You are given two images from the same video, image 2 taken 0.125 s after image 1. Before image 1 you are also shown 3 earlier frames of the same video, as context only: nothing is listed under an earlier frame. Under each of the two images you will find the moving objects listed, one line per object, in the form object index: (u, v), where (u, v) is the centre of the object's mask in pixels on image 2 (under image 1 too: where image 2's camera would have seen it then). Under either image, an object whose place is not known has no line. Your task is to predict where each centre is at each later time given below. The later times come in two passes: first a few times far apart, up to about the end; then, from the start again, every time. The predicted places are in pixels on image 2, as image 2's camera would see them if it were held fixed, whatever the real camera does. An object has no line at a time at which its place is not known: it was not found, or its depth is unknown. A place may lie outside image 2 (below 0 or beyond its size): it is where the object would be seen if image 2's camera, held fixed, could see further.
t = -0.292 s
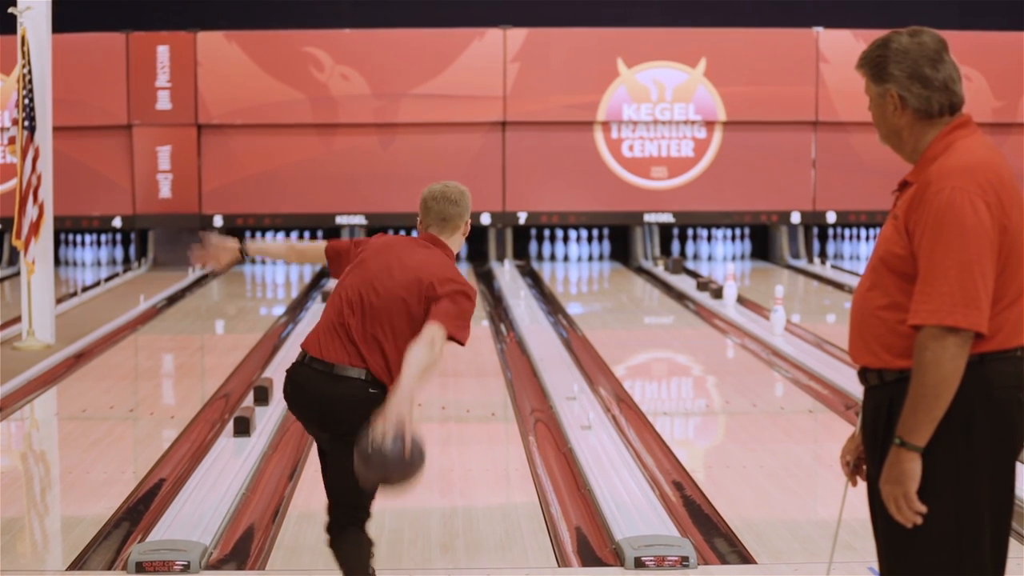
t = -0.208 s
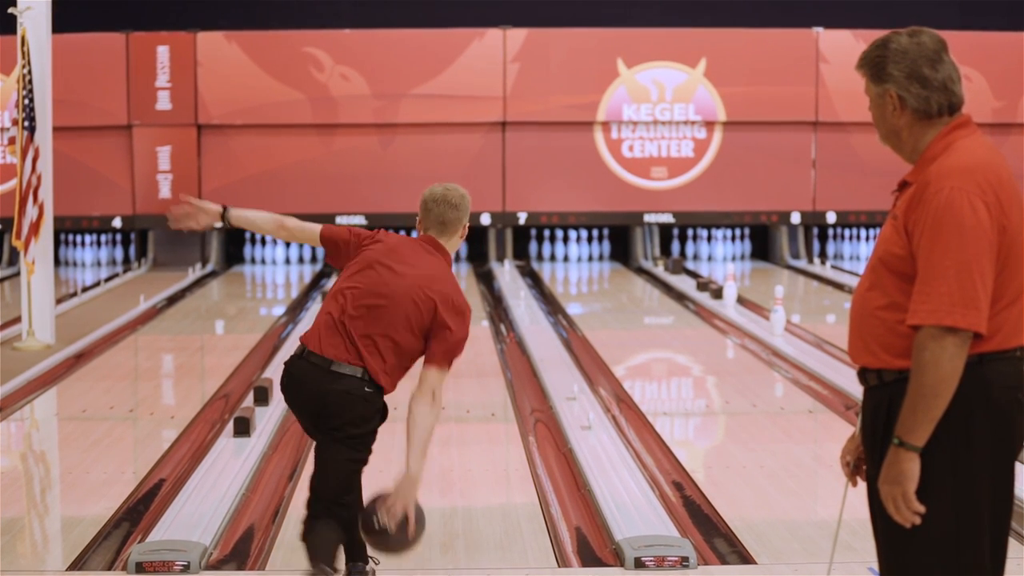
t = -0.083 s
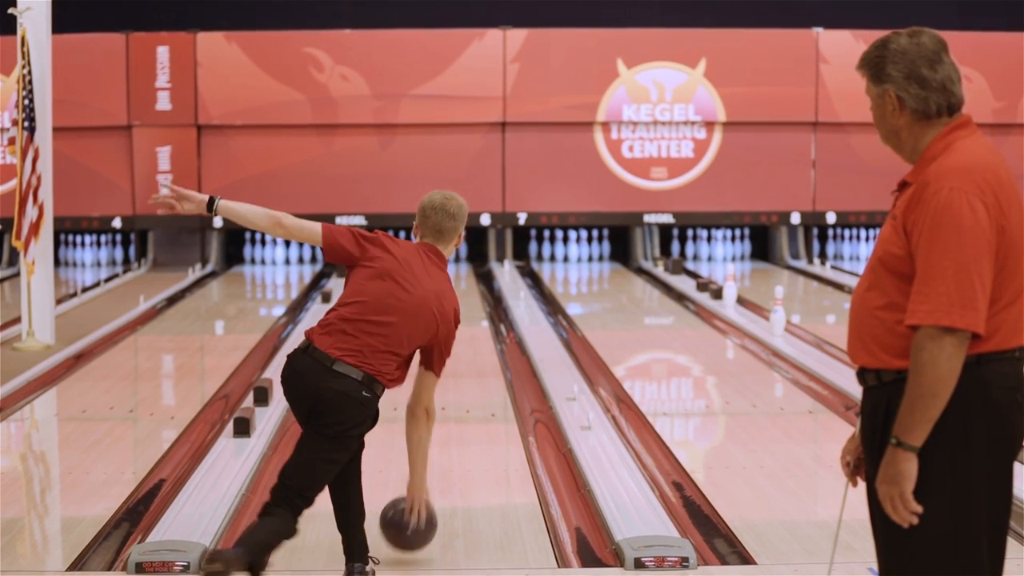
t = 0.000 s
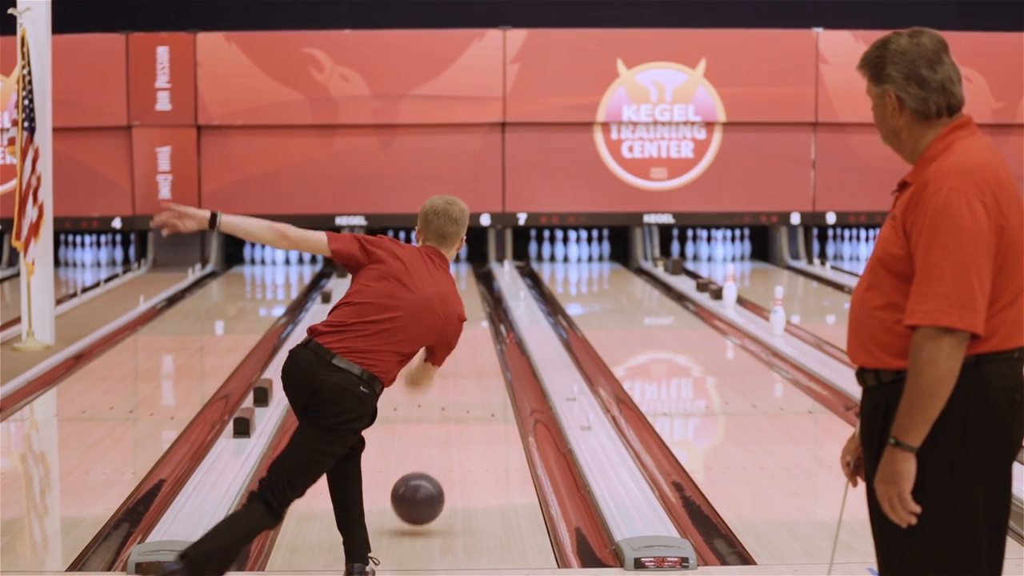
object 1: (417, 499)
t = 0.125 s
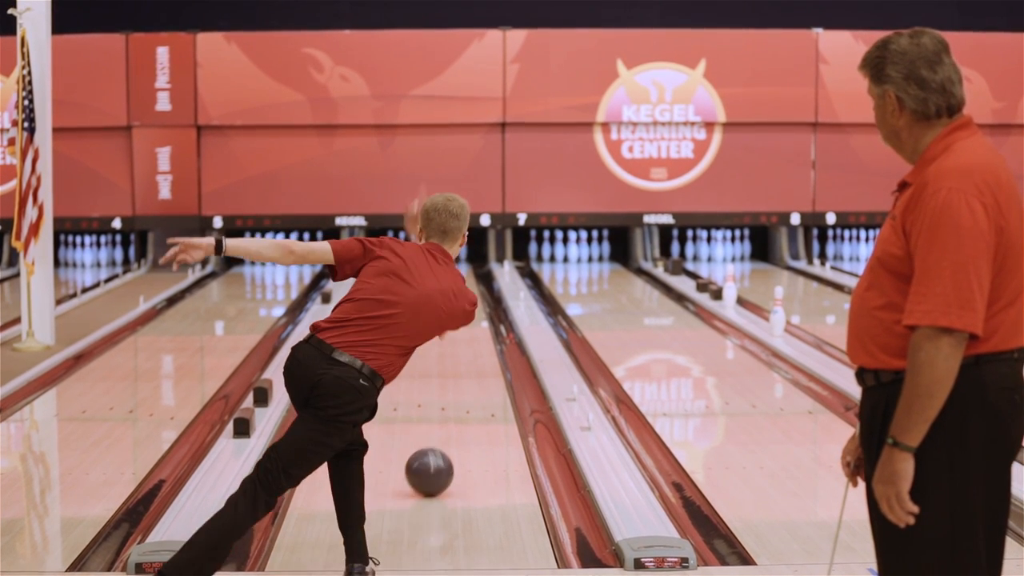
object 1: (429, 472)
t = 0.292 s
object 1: (442, 434)
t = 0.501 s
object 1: (453, 397)
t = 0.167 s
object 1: (433, 462)
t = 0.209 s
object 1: (436, 452)
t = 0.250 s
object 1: (439, 443)
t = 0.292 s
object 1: (442, 434)
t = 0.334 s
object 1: (444, 426)
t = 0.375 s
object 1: (446, 418)
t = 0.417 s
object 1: (449, 410)
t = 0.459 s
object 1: (451, 404)
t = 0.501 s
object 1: (453, 397)
